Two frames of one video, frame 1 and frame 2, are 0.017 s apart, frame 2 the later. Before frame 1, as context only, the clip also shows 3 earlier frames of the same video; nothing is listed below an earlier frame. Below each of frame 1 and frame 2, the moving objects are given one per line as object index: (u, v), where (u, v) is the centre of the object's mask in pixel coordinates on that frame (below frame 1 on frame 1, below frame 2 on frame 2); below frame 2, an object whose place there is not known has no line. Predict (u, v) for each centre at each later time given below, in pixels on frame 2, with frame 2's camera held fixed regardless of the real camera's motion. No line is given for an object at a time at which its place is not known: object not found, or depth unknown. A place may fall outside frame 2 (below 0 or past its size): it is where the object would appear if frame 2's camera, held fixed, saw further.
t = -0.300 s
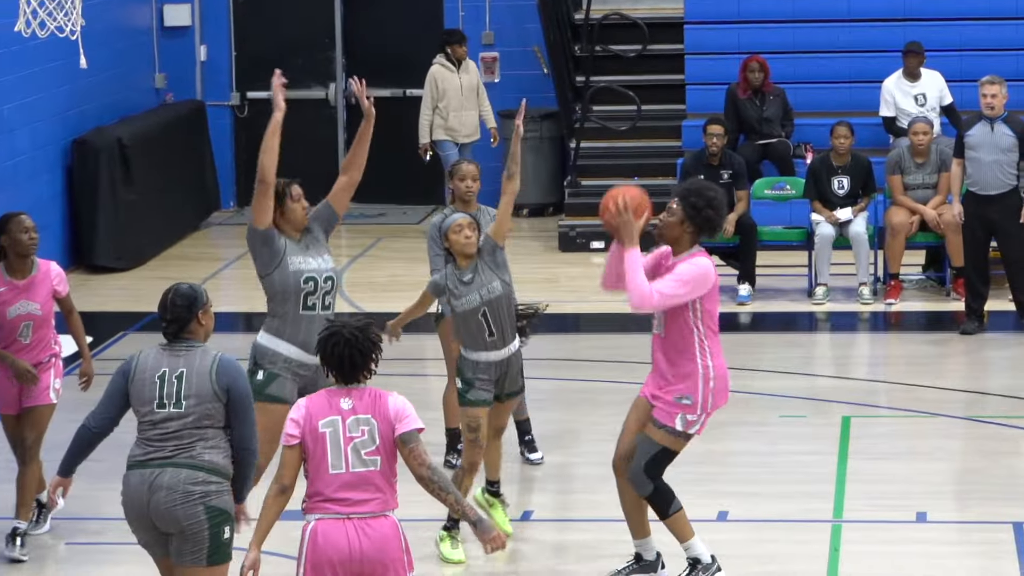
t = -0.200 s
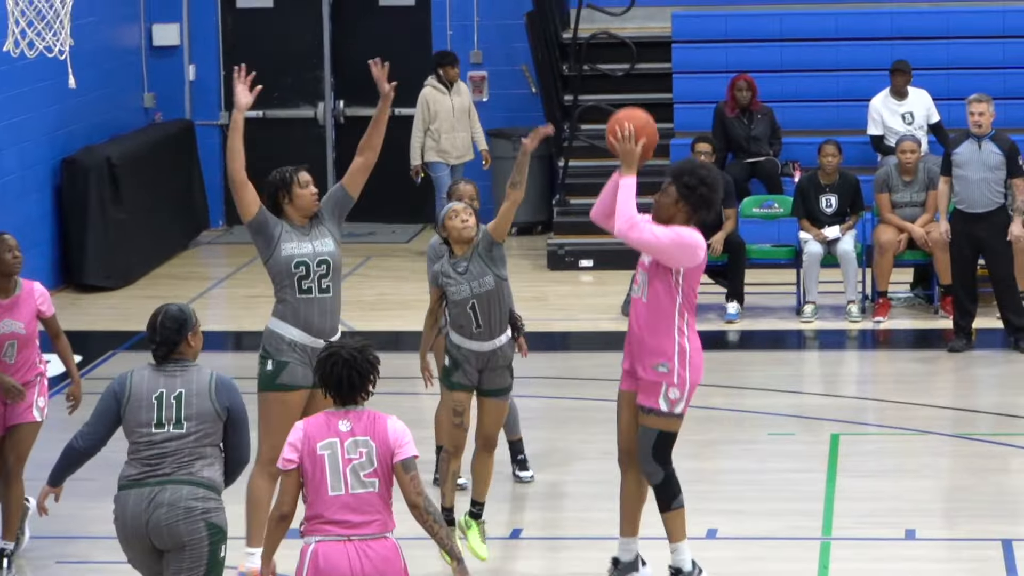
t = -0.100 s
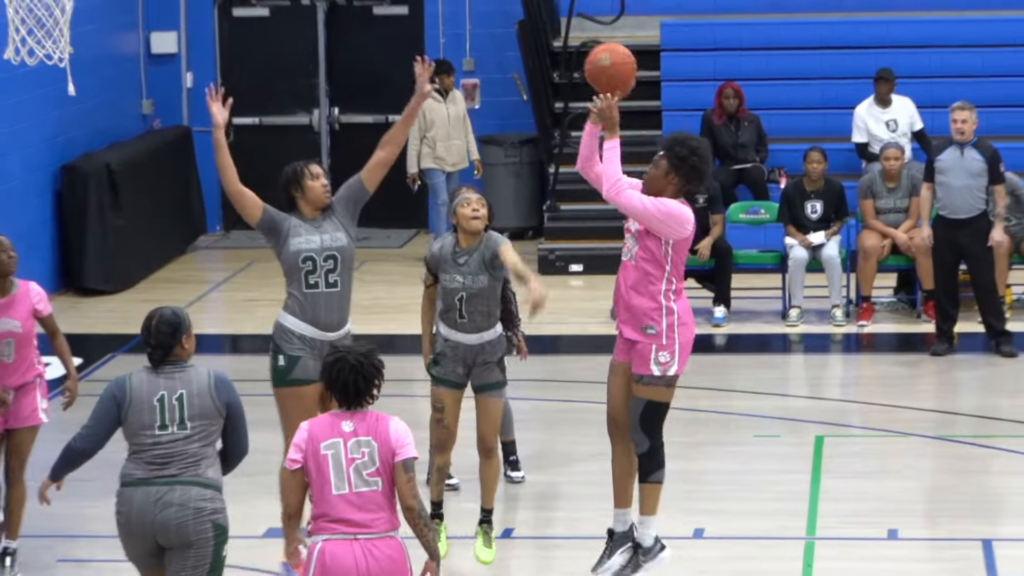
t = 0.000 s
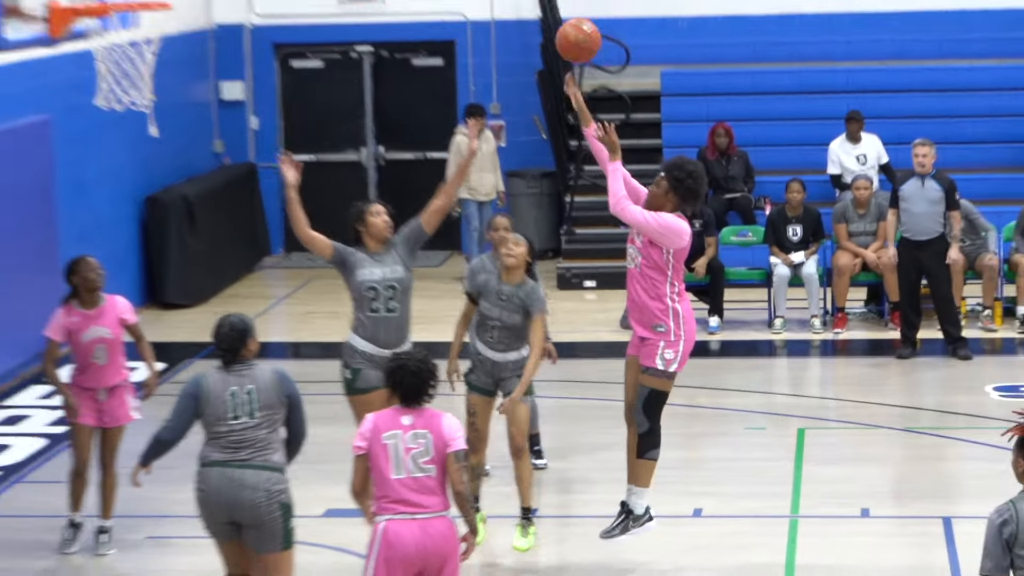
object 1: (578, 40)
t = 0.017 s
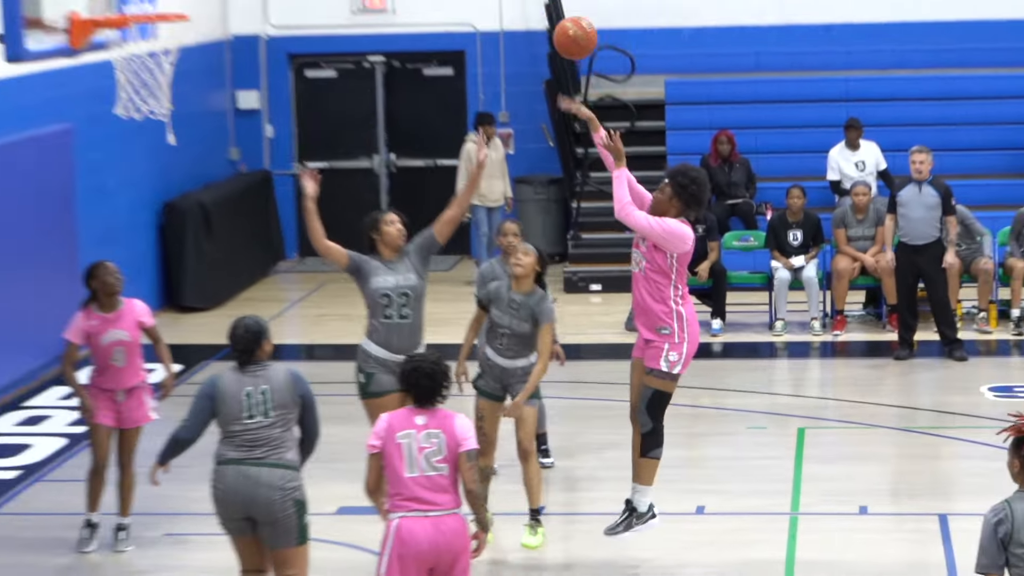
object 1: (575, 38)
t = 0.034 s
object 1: (565, 24)
